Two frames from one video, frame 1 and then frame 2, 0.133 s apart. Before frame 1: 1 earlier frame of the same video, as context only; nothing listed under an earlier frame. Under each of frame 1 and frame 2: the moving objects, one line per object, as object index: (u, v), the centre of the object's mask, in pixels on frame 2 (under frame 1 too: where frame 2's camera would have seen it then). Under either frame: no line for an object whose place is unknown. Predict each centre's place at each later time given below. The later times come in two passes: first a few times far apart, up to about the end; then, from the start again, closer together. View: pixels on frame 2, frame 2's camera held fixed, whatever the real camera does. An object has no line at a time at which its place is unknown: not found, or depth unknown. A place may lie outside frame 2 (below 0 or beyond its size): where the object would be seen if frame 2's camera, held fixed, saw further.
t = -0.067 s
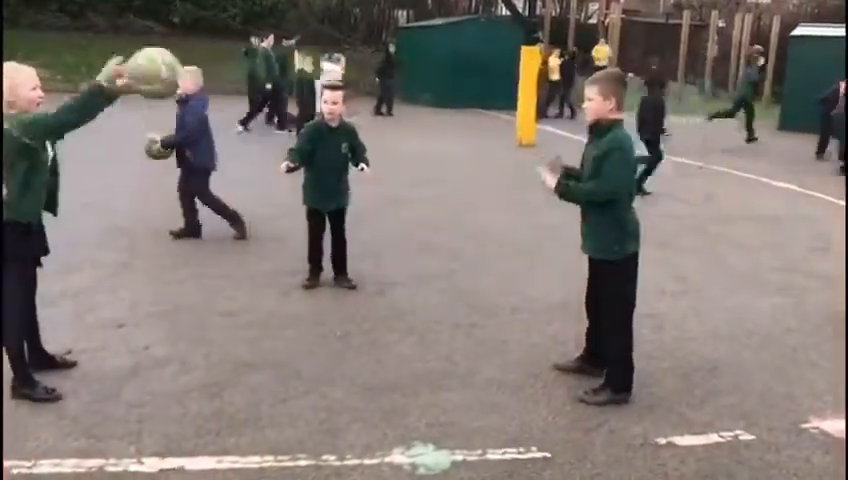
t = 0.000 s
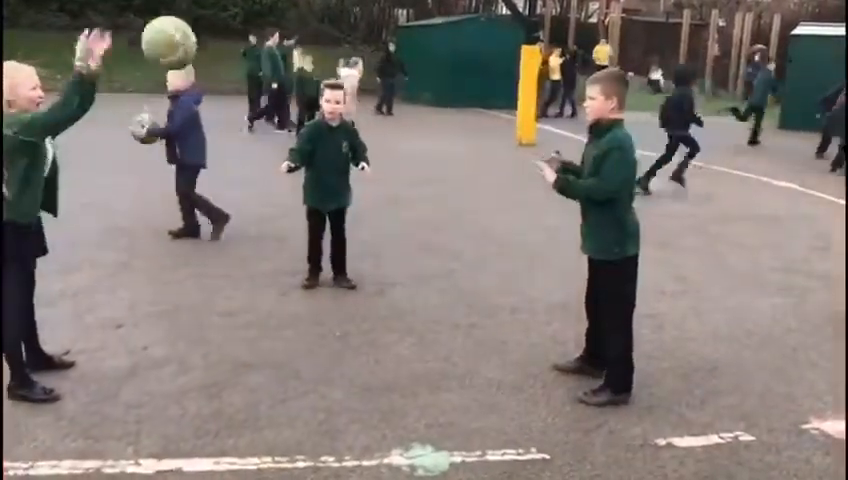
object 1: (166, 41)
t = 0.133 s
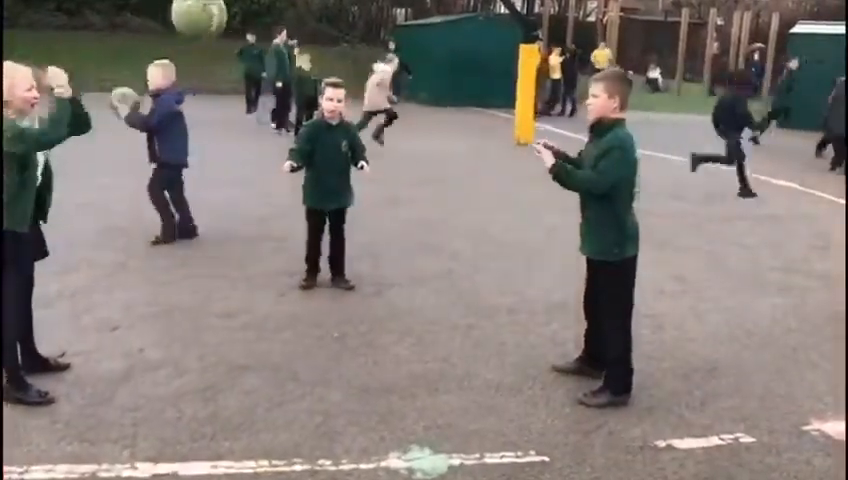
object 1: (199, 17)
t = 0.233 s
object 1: (227, 21)
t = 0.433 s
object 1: (290, 108)
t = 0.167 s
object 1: (208, 18)
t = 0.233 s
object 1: (227, 21)
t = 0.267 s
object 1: (237, 26)
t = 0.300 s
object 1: (247, 37)
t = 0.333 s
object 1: (257, 51)
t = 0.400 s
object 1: (278, 87)
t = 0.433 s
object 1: (290, 108)
